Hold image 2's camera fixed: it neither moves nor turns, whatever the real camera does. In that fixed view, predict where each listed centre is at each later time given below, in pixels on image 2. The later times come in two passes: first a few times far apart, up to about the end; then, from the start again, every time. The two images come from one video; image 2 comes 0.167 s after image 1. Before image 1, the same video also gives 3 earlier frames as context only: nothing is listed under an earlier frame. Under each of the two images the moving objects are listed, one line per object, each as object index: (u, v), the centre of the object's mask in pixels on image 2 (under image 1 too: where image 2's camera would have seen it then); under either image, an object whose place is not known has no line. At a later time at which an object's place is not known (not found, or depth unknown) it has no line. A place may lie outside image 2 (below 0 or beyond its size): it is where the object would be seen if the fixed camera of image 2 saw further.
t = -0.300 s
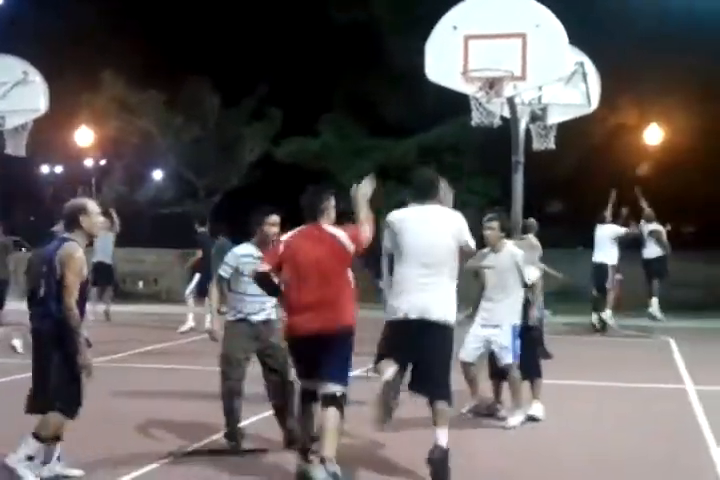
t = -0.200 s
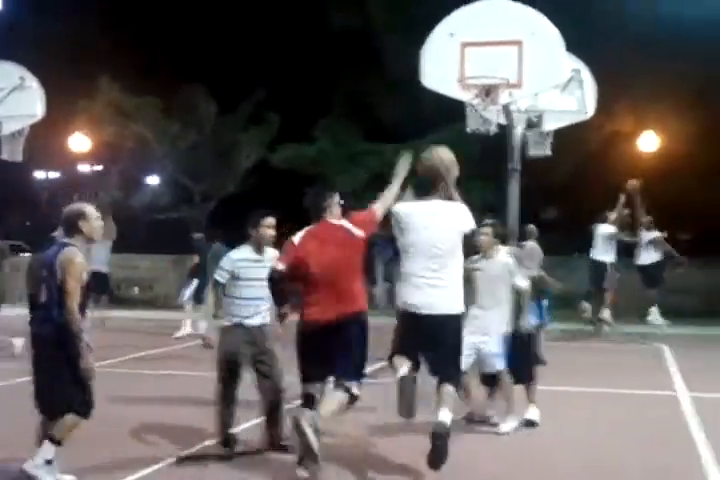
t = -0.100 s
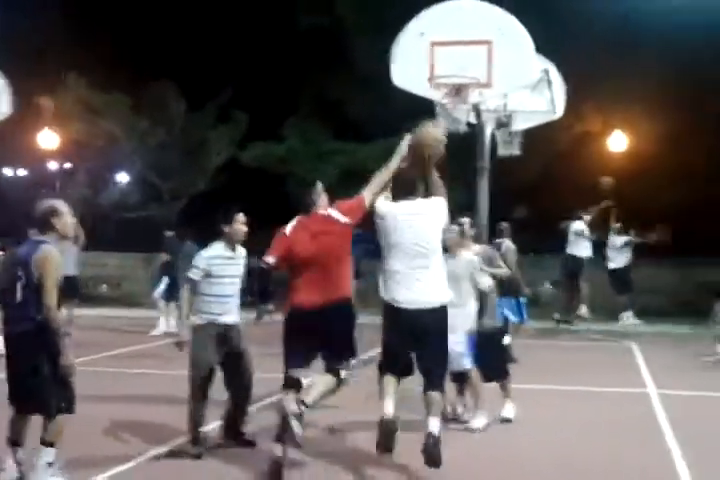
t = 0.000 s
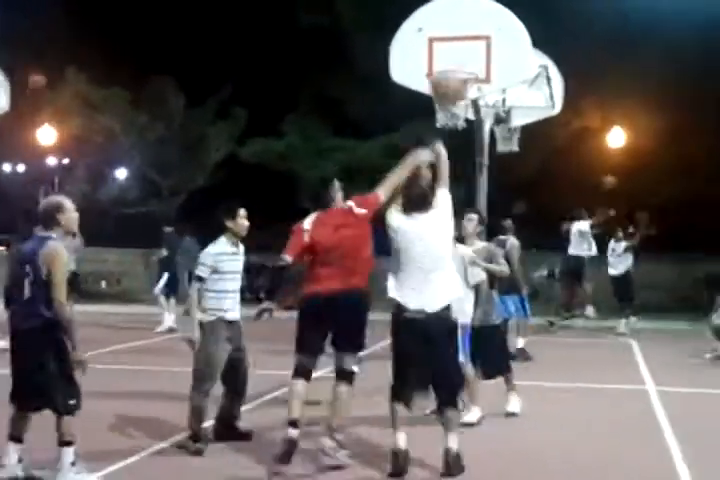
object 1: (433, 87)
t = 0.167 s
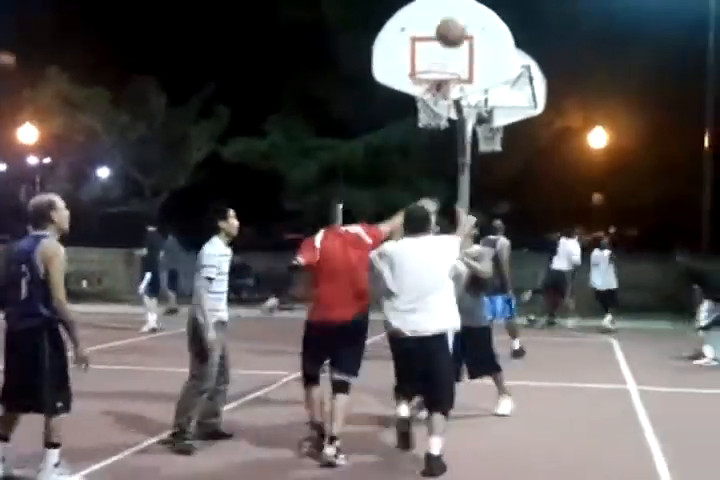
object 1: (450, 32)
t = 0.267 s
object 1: (460, 21)
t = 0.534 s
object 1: (482, 43)
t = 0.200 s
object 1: (455, 27)
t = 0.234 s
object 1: (457, 24)
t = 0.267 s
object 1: (460, 21)
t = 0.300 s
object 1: (463, 19)
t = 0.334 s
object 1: (466, 19)
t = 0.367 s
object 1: (469, 21)
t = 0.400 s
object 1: (471, 23)
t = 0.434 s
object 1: (474, 26)
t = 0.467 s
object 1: (477, 30)
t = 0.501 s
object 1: (479, 36)
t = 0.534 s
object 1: (482, 43)
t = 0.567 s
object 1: (484, 49)
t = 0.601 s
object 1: (483, 53)
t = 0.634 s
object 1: (481, 62)
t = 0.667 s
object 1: (480, 67)
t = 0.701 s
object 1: (476, 74)
